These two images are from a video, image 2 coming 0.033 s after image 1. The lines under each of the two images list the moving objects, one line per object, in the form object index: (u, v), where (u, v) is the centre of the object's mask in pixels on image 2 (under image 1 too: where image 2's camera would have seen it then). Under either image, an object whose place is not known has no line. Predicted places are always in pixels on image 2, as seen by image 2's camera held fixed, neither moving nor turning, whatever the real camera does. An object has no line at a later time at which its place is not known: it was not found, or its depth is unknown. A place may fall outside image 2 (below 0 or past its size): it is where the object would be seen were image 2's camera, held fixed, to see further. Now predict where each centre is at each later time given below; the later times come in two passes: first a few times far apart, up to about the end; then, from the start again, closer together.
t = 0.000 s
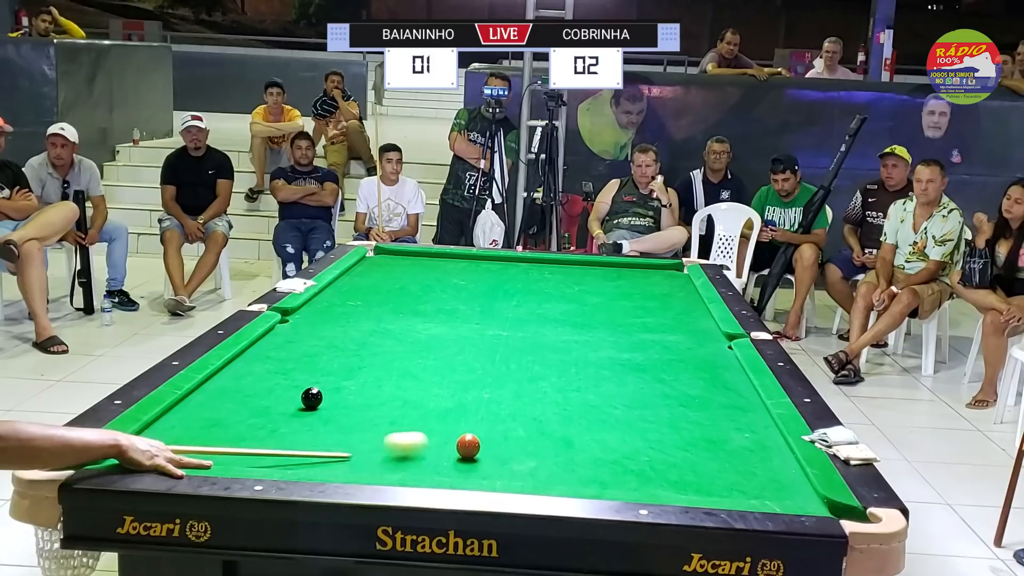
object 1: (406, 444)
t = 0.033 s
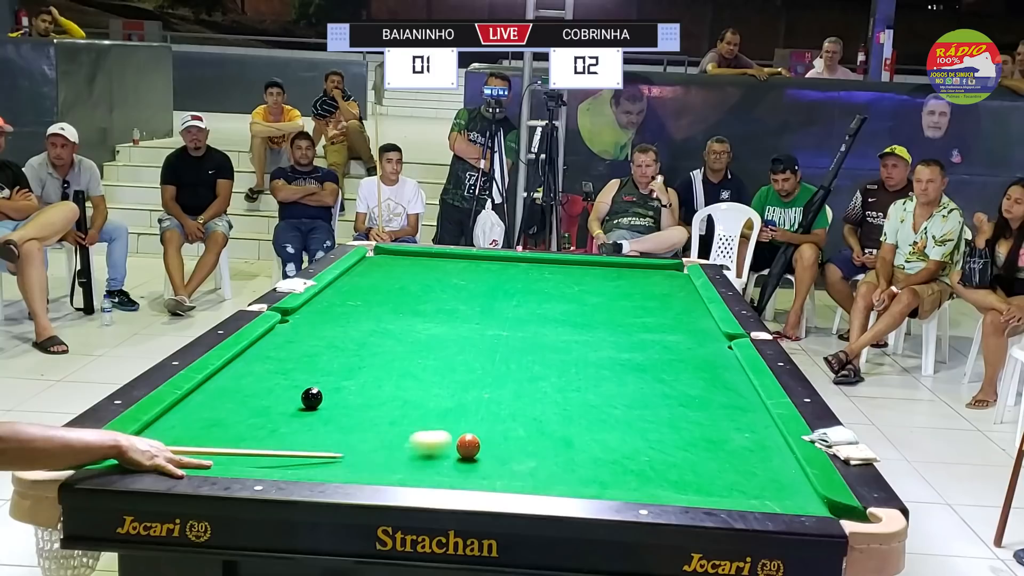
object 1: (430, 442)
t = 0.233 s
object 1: (469, 426)
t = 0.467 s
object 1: (490, 411)
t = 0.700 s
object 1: (508, 398)
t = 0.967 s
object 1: (526, 386)
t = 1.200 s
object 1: (539, 376)
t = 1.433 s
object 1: (552, 368)
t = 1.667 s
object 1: (562, 361)
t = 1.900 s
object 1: (572, 354)
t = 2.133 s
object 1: (580, 349)
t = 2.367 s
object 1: (587, 344)
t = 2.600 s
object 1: (593, 340)
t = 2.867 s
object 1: (599, 336)
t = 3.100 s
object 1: (603, 333)
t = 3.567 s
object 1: (610, 329)
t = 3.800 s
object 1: (611, 327)
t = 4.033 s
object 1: (612, 327)
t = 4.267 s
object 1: (613, 326)
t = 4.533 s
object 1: (613, 326)
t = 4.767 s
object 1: (613, 326)
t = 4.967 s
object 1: (613, 326)
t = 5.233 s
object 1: (613, 326)
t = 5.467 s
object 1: (613, 326)
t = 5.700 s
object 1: (613, 326)
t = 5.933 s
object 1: (613, 326)
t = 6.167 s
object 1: (613, 326)
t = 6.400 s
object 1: (613, 326)
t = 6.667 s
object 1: (613, 326)
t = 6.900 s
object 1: (613, 326)
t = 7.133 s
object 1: (613, 326)
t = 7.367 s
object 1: (613, 326)
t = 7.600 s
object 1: (613, 326)
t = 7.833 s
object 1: (613, 326)
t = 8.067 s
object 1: (613, 326)
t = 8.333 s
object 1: (613, 326)
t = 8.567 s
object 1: (613, 326)
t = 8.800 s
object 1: (613, 326)
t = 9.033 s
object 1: (613, 326)
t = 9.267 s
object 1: (613, 326)
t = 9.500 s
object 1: (613, 326)
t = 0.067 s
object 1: (448, 440)
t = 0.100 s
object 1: (454, 437)
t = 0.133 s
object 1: (459, 434)
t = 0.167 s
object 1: (463, 431)
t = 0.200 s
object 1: (466, 429)
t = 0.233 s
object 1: (469, 426)
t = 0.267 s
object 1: (472, 424)
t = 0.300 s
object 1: (475, 422)
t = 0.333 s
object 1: (478, 420)
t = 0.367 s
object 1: (481, 418)
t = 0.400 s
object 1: (484, 415)
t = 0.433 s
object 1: (487, 413)
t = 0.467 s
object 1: (490, 411)
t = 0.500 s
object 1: (493, 409)
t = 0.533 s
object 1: (495, 407)
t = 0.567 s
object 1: (498, 406)
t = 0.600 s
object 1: (500, 404)
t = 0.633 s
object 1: (503, 402)
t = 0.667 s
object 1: (505, 400)
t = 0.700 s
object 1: (508, 398)
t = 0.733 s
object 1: (510, 396)
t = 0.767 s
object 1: (513, 395)
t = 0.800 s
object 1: (515, 393)
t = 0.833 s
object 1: (517, 392)
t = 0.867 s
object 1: (519, 390)
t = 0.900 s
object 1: (522, 389)
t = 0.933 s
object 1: (524, 387)
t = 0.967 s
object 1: (526, 386)
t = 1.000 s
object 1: (528, 384)
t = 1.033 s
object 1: (530, 383)
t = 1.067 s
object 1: (532, 381)
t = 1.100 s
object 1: (534, 380)
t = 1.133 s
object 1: (536, 379)
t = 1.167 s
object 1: (538, 377)
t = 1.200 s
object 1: (539, 376)
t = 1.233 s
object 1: (541, 375)
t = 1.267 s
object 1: (543, 374)
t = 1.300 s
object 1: (545, 372)
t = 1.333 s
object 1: (547, 371)
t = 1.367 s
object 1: (548, 370)
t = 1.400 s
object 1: (550, 369)
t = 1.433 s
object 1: (552, 368)
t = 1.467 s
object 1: (553, 367)
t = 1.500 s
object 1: (555, 366)
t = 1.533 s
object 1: (556, 365)
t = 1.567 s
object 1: (558, 364)
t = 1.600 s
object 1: (559, 363)
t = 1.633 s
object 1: (561, 362)
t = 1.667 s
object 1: (562, 361)
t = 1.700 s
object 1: (564, 360)
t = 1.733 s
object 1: (565, 359)
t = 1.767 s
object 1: (567, 358)
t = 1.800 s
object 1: (568, 357)
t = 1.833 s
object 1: (569, 356)
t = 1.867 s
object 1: (571, 355)
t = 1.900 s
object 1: (572, 354)
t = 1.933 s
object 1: (573, 354)
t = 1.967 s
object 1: (574, 353)
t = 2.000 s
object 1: (576, 352)
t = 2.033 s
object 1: (577, 351)
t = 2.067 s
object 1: (578, 351)
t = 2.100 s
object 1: (579, 350)
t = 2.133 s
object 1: (580, 349)
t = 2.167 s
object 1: (581, 348)
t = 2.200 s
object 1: (582, 348)
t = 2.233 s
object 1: (583, 347)
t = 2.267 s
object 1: (584, 346)
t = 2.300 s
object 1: (585, 346)
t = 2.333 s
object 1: (586, 345)
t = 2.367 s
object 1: (587, 344)
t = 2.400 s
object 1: (588, 344)
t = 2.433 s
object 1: (589, 343)
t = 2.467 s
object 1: (590, 343)
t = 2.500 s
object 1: (591, 342)
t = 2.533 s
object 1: (591, 341)
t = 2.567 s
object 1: (592, 341)
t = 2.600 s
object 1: (593, 340)
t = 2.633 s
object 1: (594, 340)
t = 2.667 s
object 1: (595, 339)
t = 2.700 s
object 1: (595, 339)
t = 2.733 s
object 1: (596, 338)
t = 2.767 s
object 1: (597, 338)
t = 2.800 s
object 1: (597, 337)
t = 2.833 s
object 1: (598, 337)
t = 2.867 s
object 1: (599, 336)
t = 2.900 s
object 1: (599, 336)
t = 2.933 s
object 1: (600, 335)
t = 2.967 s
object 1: (601, 335)
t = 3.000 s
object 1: (601, 334)
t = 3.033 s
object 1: (602, 334)
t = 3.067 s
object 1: (602, 334)
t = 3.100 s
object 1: (603, 333)
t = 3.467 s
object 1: (608, 328)
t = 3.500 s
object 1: (609, 330)
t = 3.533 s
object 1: (609, 329)
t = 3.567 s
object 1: (610, 329)
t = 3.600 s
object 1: (610, 329)
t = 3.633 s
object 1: (610, 329)
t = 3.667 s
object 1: (610, 328)
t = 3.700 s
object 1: (610, 328)
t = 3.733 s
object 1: (611, 328)
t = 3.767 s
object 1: (611, 328)
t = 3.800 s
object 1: (611, 327)
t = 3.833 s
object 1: (611, 327)
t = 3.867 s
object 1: (611, 327)
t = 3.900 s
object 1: (611, 327)
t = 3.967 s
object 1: (612, 327)
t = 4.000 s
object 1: (612, 327)
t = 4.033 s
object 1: (612, 327)
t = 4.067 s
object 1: (612, 327)
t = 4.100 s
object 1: (612, 326)
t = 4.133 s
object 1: (613, 326)
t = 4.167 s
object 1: (613, 326)
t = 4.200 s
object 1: (613, 326)
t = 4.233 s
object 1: (613, 326)
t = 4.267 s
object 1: (613, 326)
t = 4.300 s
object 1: (613, 326)
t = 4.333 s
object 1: (613, 326)
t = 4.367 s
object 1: (613, 326)
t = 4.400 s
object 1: (613, 326)
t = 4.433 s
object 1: (613, 326)
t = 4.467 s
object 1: (613, 326)
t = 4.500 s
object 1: (613, 326)
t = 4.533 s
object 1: (613, 326)
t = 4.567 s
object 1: (613, 326)
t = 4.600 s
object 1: (613, 326)
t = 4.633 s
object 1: (613, 326)
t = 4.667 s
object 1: (613, 326)
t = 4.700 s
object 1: (613, 326)
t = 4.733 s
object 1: (613, 326)
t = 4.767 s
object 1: (613, 326)
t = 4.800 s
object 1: (613, 326)
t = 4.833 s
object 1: (613, 326)
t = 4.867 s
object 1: (613, 326)
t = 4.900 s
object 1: (613, 326)
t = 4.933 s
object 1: (613, 326)
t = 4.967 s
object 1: (613, 326)
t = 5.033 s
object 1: (613, 326)
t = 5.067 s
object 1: (613, 326)
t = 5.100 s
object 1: (613, 326)
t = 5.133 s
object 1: (613, 326)
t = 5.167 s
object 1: (613, 326)
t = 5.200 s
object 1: (613, 326)
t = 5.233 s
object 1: (613, 326)
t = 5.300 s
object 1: (613, 326)
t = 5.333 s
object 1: (613, 326)
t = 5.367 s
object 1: (613, 326)
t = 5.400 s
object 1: (613, 326)
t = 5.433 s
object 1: (613, 326)
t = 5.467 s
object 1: (613, 326)
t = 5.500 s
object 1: (613, 326)
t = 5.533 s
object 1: (613, 326)
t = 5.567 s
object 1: (613, 326)
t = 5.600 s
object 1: (613, 326)
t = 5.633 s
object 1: (613, 326)
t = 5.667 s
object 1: (613, 326)
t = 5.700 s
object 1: (613, 326)
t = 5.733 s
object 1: (613, 326)
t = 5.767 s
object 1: (613, 326)
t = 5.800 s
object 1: (613, 326)
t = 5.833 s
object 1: (613, 326)
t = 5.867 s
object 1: (613, 326)
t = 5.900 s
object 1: (613, 326)
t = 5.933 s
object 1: (613, 326)
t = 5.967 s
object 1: (613, 326)
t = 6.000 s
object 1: (613, 326)
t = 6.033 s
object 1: (613, 326)
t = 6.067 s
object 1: (613, 326)
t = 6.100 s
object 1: (613, 326)
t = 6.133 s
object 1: (613, 326)
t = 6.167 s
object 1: (613, 326)
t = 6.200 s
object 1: (613, 326)
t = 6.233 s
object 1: (613, 326)
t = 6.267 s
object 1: (613, 326)
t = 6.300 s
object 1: (613, 326)
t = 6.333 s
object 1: (613, 326)
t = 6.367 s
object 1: (613, 326)
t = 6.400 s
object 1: (613, 326)
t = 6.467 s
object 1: (613, 326)
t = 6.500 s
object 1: (613, 326)
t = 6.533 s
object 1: (613, 326)
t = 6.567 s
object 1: (613, 326)
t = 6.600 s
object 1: (613, 326)
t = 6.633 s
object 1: (613, 326)
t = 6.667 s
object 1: (613, 326)
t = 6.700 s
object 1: (613, 326)
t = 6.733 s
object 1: (613, 326)
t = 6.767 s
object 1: (613, 326)
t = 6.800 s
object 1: (613, 326)
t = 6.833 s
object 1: (613, 326)
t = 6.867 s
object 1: (613, 326)
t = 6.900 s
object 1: (613, 326)
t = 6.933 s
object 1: (613, 326)
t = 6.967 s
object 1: (613, 326)
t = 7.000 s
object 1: (613, 326)
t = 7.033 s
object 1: (613, 326)
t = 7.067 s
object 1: (613, 326)
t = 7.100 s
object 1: (613, 326)
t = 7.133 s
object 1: (613, 326)
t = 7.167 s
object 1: (613, 326)
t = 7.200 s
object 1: (613, 326)
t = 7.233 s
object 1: (613, 326)
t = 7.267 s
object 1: (613, 326)
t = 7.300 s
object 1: (613, 326)
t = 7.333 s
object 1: (613, 326)
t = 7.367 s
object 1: (613, 326)
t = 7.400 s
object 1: (613, 326)
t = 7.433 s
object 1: (613, 326)
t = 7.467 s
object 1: (613, 326)
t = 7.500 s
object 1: (613, 326)
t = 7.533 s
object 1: (613, 326)
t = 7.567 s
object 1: (613, 326)
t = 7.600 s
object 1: (613, 326)
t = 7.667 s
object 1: (613, 326)
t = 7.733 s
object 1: (613, 326)
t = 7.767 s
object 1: (613, 326)
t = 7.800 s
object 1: (613, 326)
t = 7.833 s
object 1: (613, 326)
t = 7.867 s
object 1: (613, 326)
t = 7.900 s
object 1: (613, 326)
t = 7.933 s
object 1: (613, 326)
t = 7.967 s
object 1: (613, 326)
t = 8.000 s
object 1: (613, 326)
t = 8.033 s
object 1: (613, 326)
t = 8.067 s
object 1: (613, 326)
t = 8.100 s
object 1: (613, 326)
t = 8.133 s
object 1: (613, 326)
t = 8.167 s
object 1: (613, 326)
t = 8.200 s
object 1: (613, 326)
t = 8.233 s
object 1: (613, 326)
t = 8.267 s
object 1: (613, 326)
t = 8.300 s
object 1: (613, 326)
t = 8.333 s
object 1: (613, 326)
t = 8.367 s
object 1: (613, 326)
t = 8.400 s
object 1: (613, 326)
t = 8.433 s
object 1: (613, 326)
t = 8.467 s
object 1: (613, 326)
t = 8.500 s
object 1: (613, 326)
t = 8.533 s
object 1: (613, 326)
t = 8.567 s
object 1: (613, 326)
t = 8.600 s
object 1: (613, 326)
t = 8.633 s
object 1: (613, 326)
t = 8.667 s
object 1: (613, 326)
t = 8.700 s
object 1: (613, 326)
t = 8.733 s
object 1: (613, 326)
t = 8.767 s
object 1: (613, 326)
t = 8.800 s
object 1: (613, 326)
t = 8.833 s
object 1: (613, 326)
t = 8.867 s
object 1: (613, 326)
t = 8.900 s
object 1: (613, 326)
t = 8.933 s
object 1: (613, 326)
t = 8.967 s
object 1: (613, 326)
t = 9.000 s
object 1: (613, 326)
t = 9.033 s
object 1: (613, 326)
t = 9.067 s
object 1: (613, 326)
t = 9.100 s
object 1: (613, 326)
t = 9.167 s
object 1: (613, 326)
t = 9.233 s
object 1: (613, 326)
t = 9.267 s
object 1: (613, 326)
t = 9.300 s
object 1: (613, 326)
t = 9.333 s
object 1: (613, 326)
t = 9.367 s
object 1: (613, 326)
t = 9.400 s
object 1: (613, 326)
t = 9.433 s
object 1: (613, 326)
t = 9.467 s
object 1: (613, 326)
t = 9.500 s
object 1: (613, 326)
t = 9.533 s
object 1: (613, 326)
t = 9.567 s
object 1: (613, 326)
